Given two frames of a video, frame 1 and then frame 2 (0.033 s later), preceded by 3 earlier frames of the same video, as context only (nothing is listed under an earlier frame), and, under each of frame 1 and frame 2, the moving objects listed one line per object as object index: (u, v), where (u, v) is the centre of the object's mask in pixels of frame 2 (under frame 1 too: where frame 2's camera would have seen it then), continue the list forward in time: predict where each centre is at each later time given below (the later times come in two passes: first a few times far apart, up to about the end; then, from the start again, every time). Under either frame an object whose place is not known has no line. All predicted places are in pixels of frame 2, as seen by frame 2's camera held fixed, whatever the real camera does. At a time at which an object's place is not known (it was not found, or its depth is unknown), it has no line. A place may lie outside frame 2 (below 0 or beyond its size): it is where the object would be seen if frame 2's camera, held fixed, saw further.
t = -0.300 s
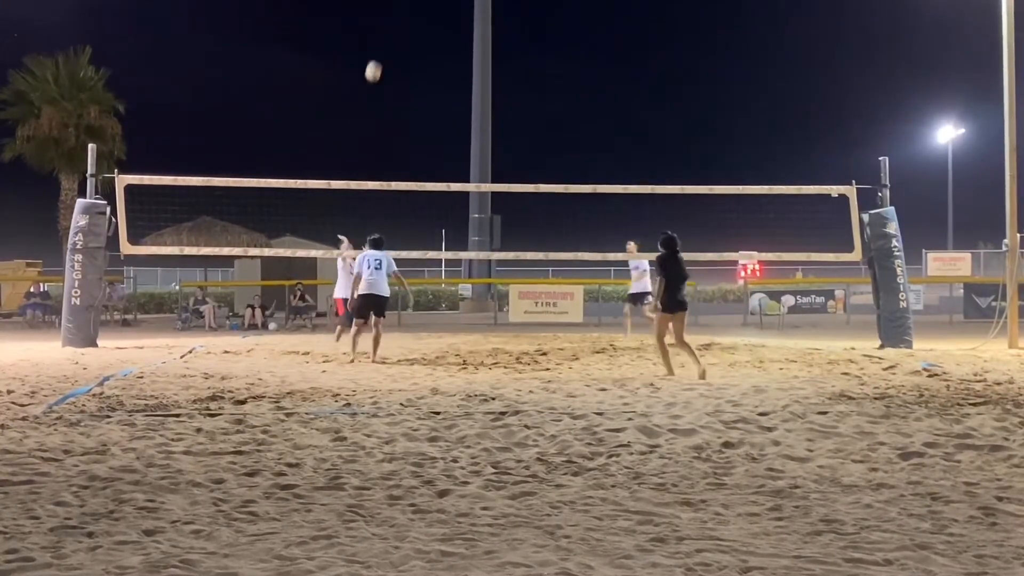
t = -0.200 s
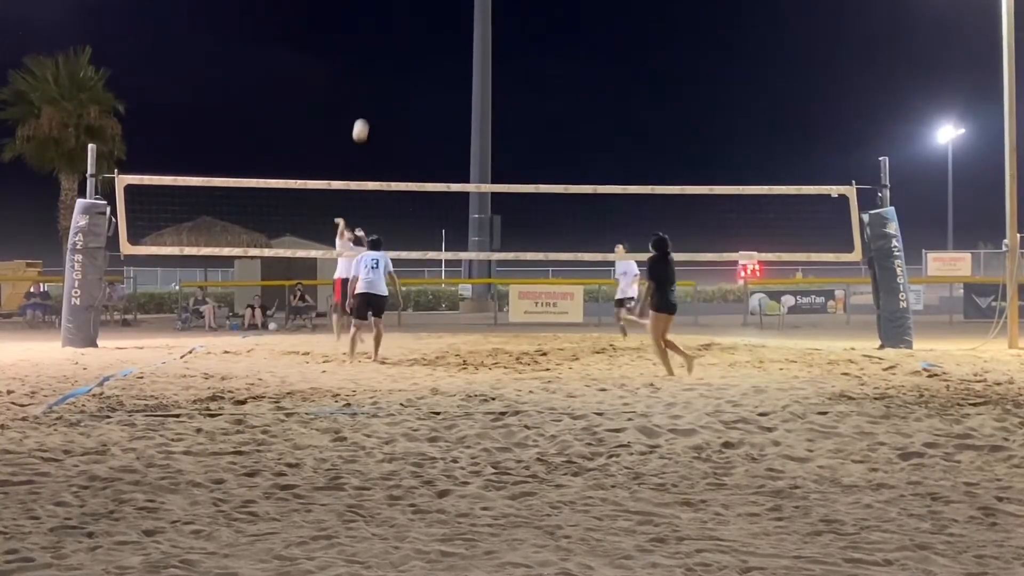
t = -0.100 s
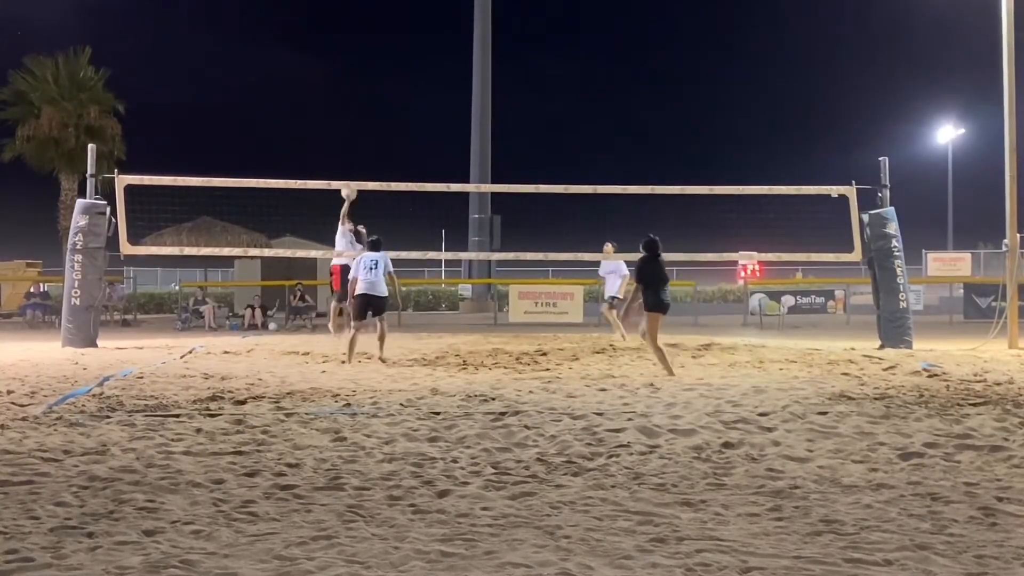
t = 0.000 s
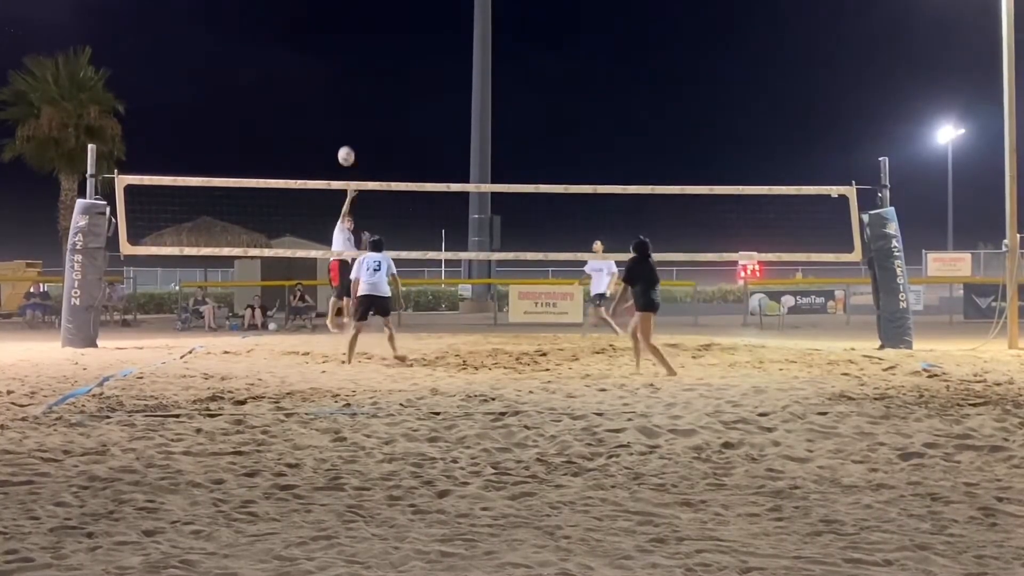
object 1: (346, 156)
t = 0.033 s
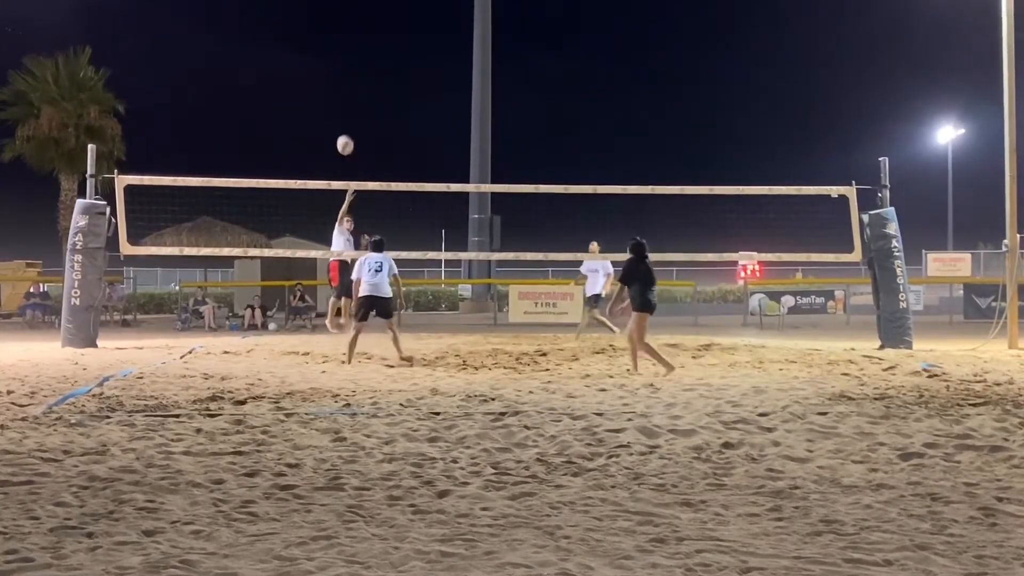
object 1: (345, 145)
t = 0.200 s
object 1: (339, 97)
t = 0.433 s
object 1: (326, 64)
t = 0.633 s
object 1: (311, 73)
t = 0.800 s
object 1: (296, 117)
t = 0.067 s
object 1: (344, 134)
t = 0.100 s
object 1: (342, 124)
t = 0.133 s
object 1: (341, 114)
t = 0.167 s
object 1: (340, 105)
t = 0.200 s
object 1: (339, 97)
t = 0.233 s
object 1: (337, 90)
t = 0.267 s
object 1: (335, 83)
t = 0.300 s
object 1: (334, 78)
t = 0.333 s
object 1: (332, 73)
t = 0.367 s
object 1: (330, 69)
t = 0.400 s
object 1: (328, 66)
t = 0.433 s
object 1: (326, 64)
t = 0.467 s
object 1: (324, 62)
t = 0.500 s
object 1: (321, 62)
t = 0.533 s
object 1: (319, 63)
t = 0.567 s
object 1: (316, 65)
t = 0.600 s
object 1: (314, 69)
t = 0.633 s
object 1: (311, 73)
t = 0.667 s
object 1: (308, 79)
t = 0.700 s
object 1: (305, 86)
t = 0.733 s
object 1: (302, 95)
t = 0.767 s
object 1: (299, 105)
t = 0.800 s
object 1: (296, 117)
